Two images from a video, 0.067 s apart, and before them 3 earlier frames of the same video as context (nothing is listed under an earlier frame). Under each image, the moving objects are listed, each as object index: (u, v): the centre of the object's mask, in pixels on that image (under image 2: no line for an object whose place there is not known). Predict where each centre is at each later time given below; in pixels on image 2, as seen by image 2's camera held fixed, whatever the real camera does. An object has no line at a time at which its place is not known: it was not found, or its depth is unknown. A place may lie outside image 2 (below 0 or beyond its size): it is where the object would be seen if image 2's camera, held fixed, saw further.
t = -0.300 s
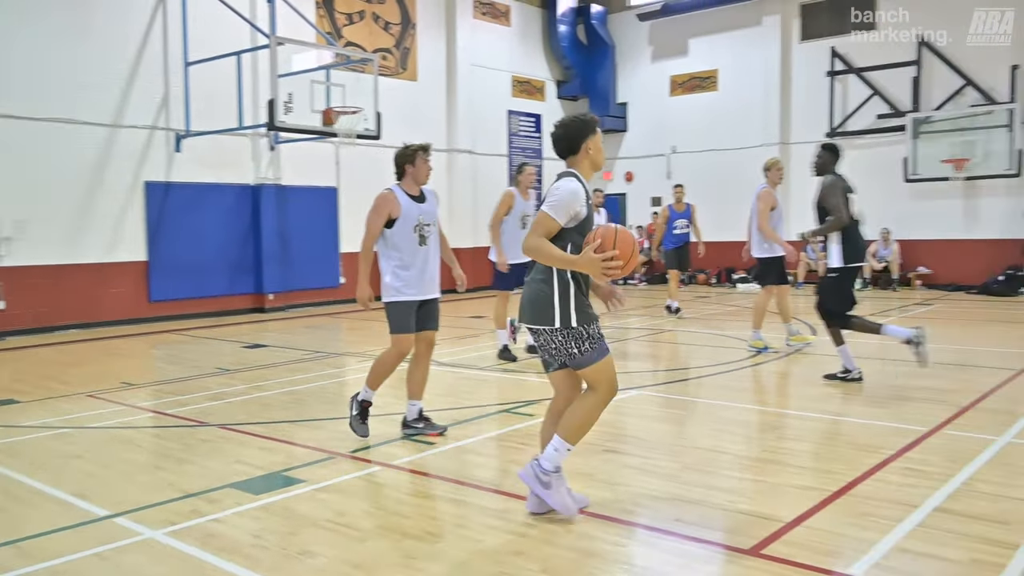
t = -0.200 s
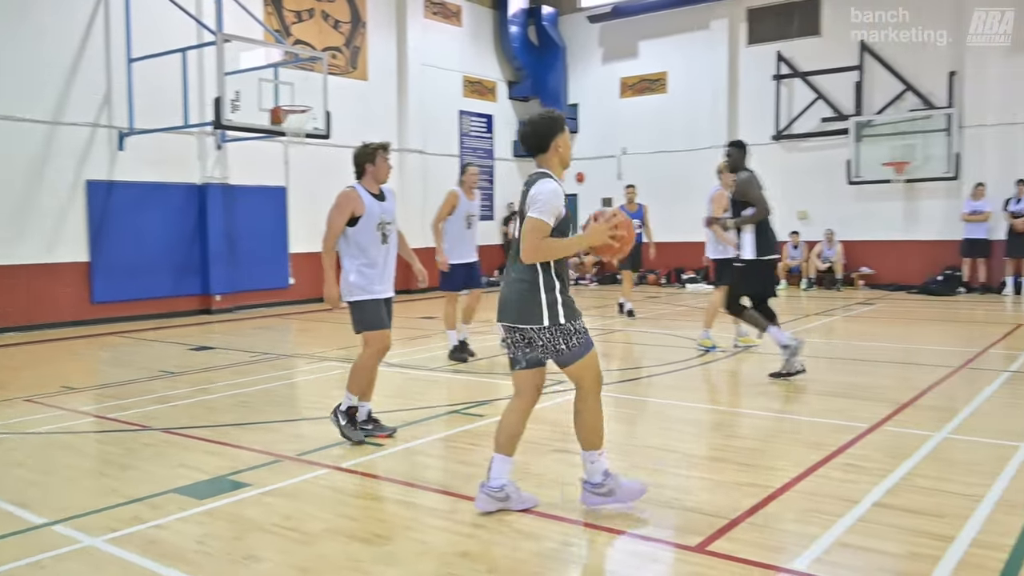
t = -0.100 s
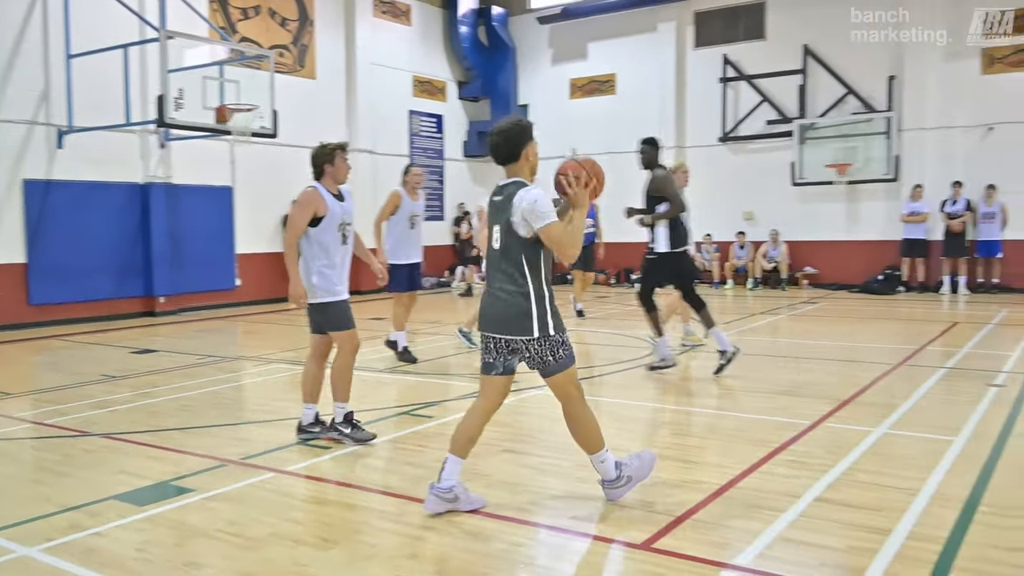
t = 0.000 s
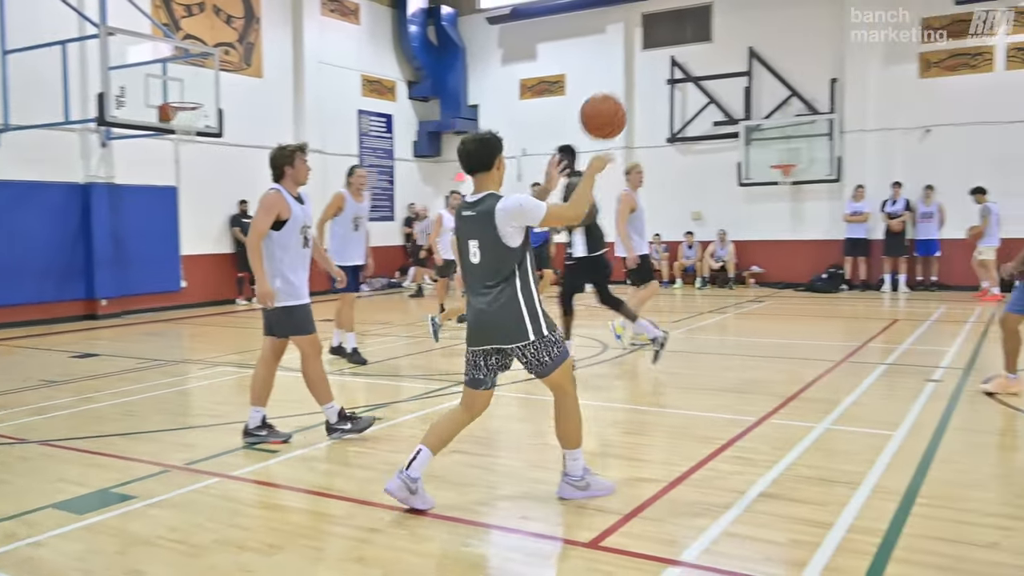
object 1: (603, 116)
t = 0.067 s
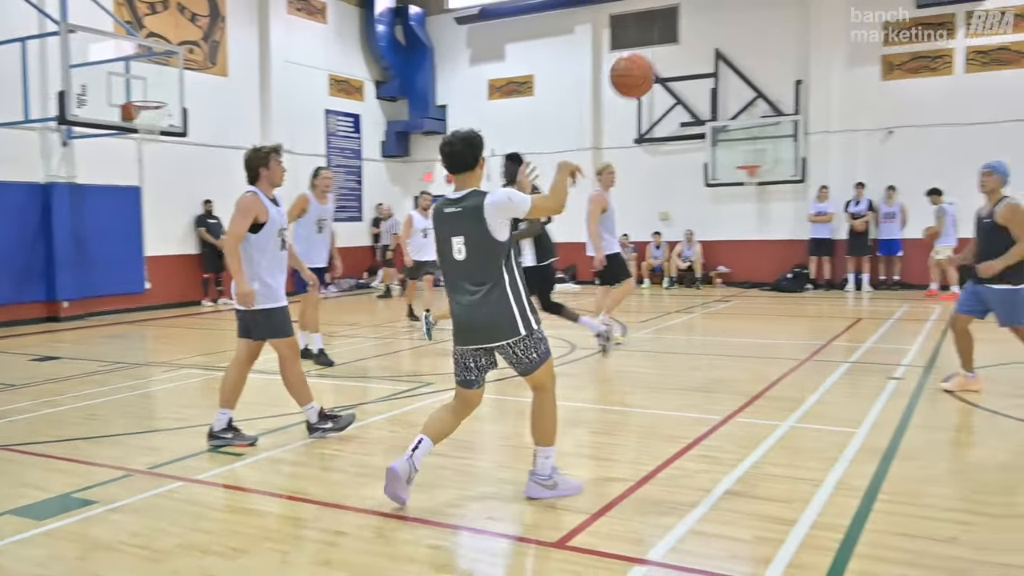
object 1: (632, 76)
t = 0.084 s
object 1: (646, 67)
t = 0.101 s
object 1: (659, 59)
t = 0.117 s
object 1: (672, 52)
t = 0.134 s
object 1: (684, 46)
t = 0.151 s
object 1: (696, 41)
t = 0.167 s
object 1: (706, 36)
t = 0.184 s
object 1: (718, 32)
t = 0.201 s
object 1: (728, 28)
